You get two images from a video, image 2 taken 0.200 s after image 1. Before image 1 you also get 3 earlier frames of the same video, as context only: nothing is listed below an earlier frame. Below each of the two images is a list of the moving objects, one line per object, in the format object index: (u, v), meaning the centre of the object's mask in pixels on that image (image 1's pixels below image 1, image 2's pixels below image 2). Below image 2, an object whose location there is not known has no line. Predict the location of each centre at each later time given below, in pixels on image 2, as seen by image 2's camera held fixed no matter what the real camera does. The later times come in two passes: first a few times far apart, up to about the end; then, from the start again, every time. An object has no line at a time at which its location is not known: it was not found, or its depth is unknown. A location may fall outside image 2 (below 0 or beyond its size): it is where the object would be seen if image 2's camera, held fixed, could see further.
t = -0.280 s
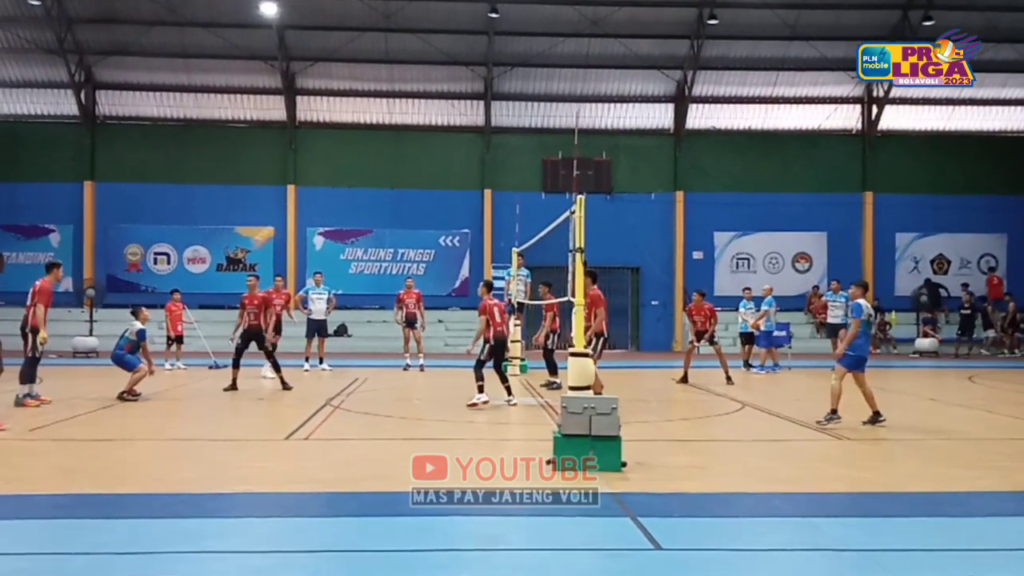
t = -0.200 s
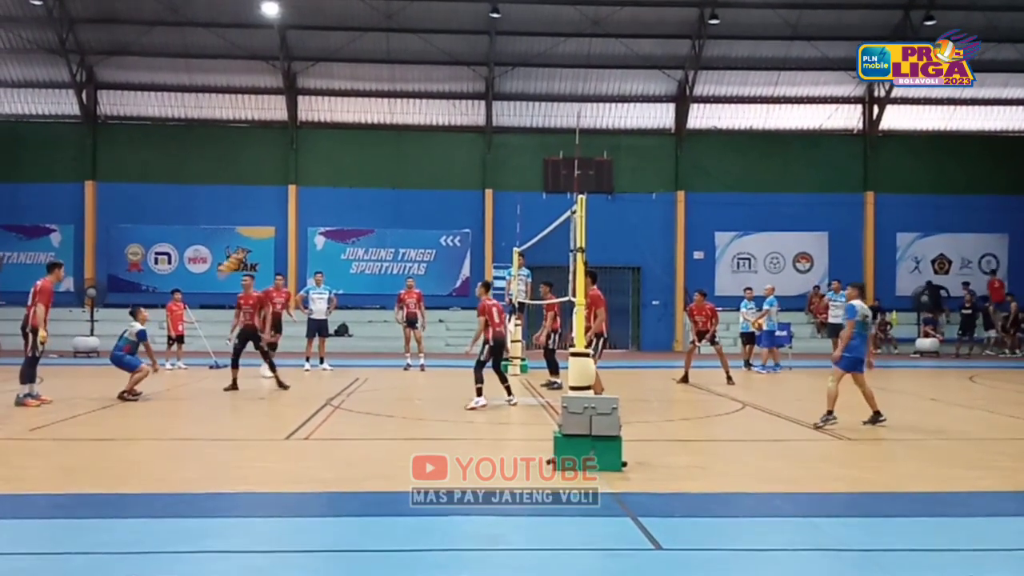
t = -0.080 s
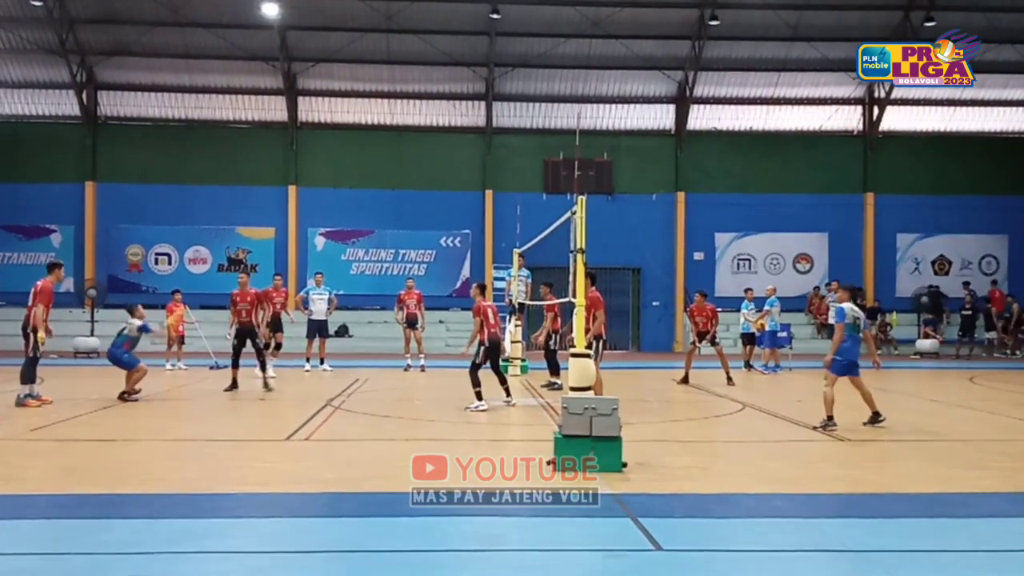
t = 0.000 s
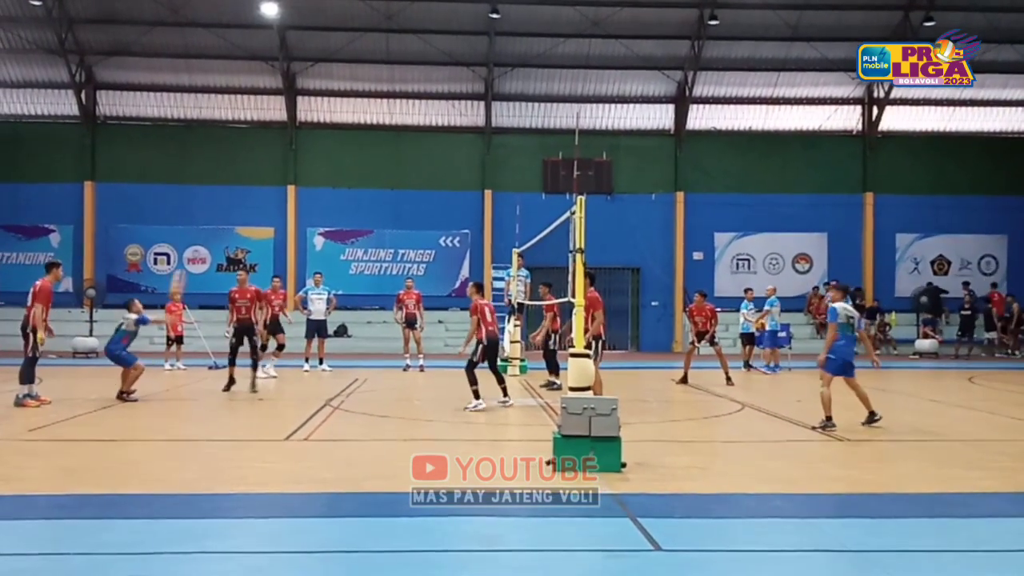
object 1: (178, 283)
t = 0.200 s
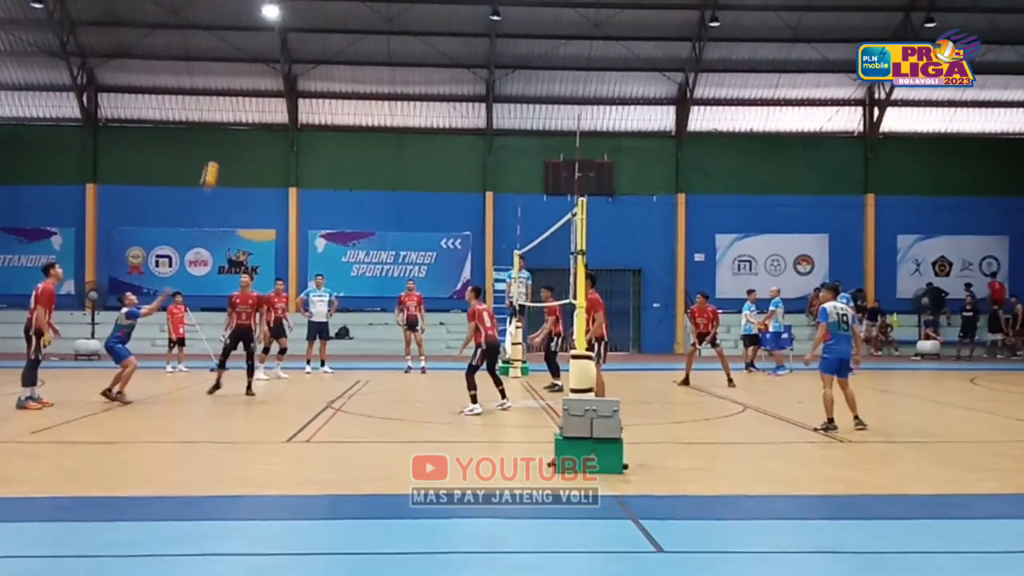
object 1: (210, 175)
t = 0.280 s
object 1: (221, 139)
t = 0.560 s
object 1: (259, 48)
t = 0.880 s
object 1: (299, 10)
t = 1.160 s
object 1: (335, 35)
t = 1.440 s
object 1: (371, 117)
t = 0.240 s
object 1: (216, 157)
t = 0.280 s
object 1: (221, 139)
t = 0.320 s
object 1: (226, 126)
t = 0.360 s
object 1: (232, 106)
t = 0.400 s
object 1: (238, 93)
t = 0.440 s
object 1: (243, 80)
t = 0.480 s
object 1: (249, 67)
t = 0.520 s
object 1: (253, 57)
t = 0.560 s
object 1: (259, 48)
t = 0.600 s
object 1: (264, 39)
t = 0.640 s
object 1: (269, 32)
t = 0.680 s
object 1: (273, 26)
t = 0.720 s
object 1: (280, 22)
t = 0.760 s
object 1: (285, 16)
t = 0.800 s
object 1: (290, 13)
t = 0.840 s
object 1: (294, 11)
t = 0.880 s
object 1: (299, 10)
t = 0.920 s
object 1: (305, 10)
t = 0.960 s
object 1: (309, 12)
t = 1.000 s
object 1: (315, 14)
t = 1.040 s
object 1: (320, 18)
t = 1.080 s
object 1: (325, 23)
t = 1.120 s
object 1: (330, 28)
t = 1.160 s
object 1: (335, 35)
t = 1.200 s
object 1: (340, 43)
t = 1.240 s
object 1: (346, 53)
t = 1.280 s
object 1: (350, 63)
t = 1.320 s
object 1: (355, 73)
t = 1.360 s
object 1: (361, 87)
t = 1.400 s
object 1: (366, 99)
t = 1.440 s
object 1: (371, 117)
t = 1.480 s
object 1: (377, 136)
